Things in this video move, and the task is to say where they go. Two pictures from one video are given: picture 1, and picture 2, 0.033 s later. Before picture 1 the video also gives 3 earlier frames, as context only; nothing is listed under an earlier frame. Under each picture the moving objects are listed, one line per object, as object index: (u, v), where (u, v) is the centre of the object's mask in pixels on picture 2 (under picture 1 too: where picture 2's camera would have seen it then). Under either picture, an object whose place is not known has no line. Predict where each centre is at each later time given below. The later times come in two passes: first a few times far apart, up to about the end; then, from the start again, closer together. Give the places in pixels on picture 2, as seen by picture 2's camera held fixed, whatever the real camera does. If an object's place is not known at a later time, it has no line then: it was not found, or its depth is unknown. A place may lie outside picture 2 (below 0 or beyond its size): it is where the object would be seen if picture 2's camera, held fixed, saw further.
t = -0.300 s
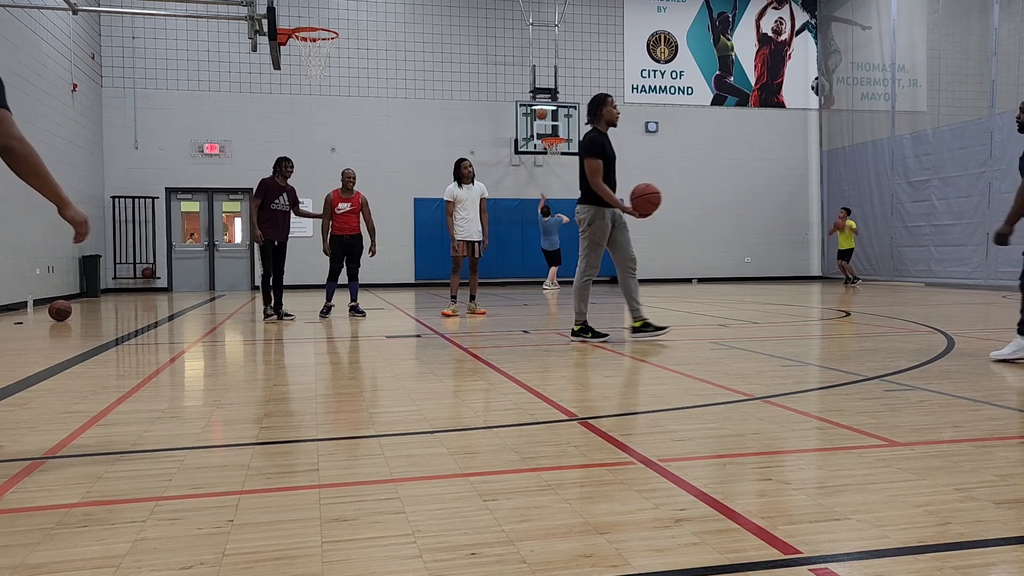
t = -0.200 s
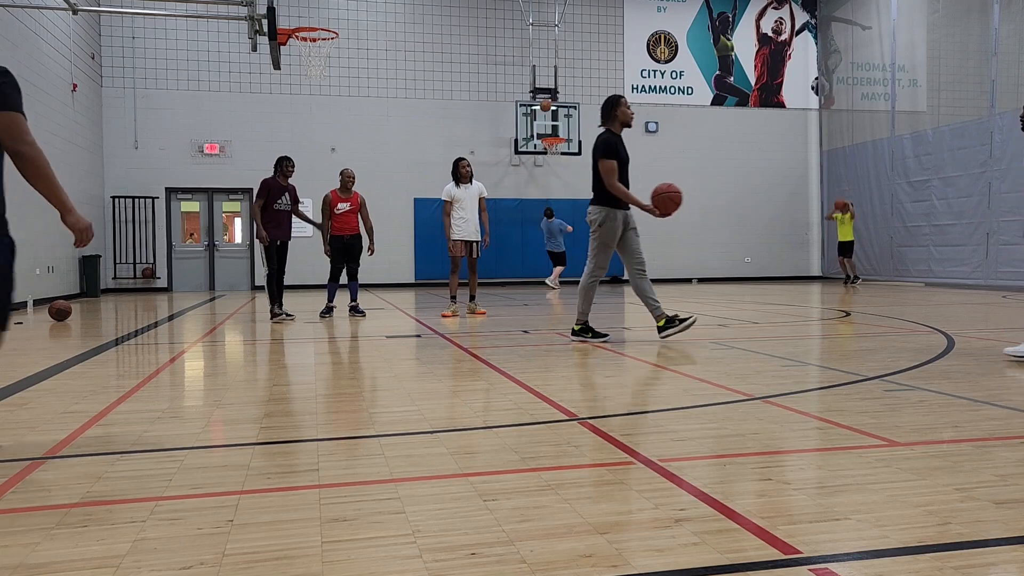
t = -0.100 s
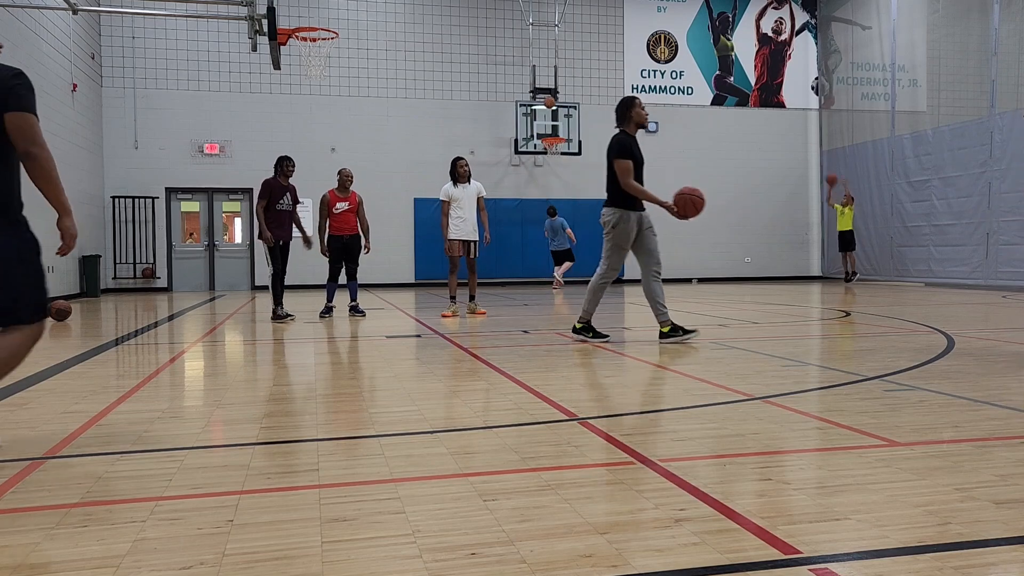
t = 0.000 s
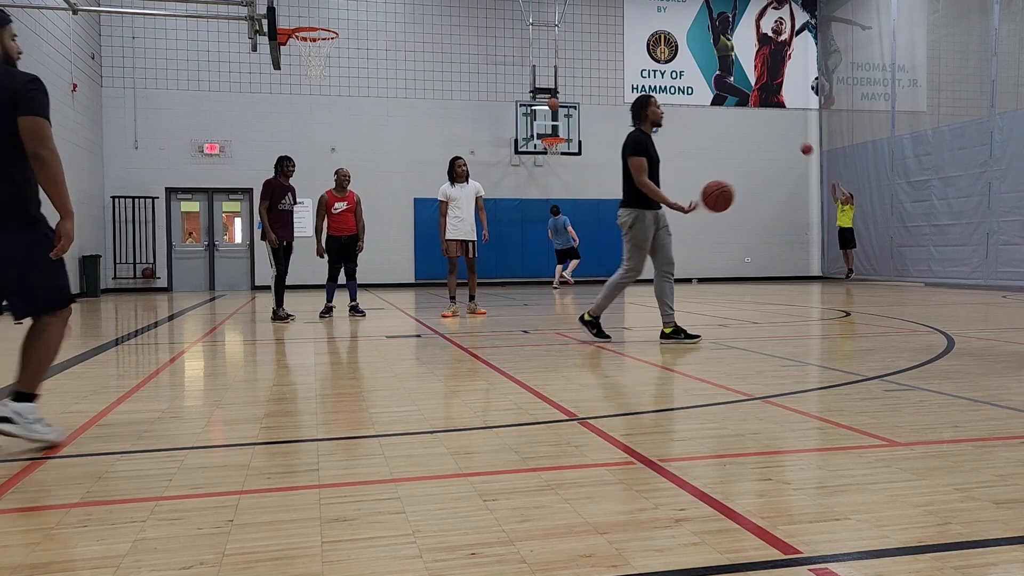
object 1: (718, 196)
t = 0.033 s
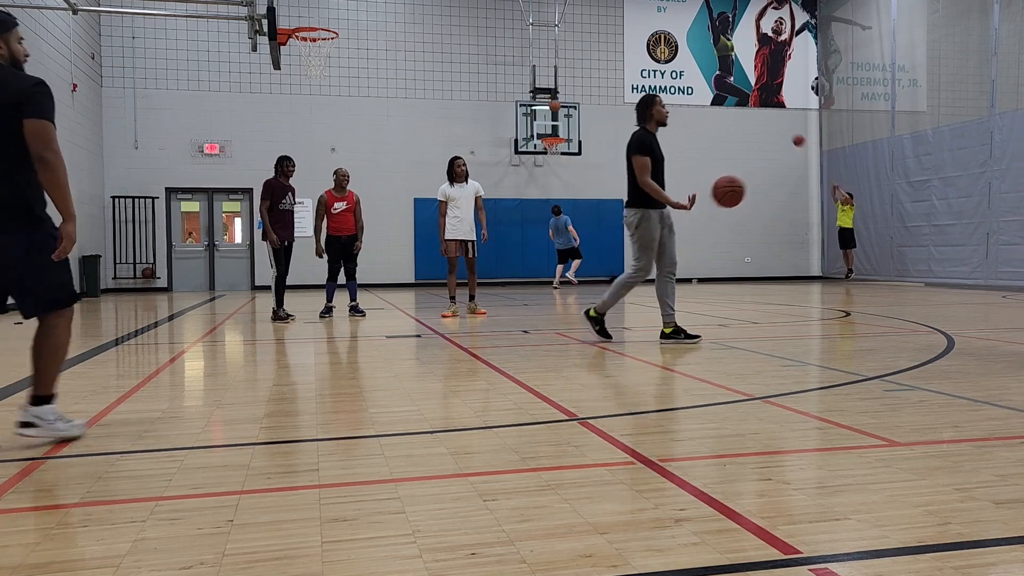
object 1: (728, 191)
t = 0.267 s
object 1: (808, 198)
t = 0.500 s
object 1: (893, 283)
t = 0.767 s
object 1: (990, 271)
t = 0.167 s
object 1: (773, 186)
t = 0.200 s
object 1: (784, 188)
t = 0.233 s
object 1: (796, 192)
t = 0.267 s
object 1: (808, 198)
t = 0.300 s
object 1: (820, 205)
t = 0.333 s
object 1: (832, 215)
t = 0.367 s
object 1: (844, 224)
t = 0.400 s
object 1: (857, 238)
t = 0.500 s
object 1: (893, 283)
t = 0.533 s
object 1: (904, 300)
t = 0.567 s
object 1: (917, 321)
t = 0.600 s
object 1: (929, 336)
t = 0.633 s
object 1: (941, 320)
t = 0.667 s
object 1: (953, 305)
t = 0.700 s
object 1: (965, 293)
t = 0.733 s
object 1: (977, 281)
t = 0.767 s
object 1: (990, 271)
